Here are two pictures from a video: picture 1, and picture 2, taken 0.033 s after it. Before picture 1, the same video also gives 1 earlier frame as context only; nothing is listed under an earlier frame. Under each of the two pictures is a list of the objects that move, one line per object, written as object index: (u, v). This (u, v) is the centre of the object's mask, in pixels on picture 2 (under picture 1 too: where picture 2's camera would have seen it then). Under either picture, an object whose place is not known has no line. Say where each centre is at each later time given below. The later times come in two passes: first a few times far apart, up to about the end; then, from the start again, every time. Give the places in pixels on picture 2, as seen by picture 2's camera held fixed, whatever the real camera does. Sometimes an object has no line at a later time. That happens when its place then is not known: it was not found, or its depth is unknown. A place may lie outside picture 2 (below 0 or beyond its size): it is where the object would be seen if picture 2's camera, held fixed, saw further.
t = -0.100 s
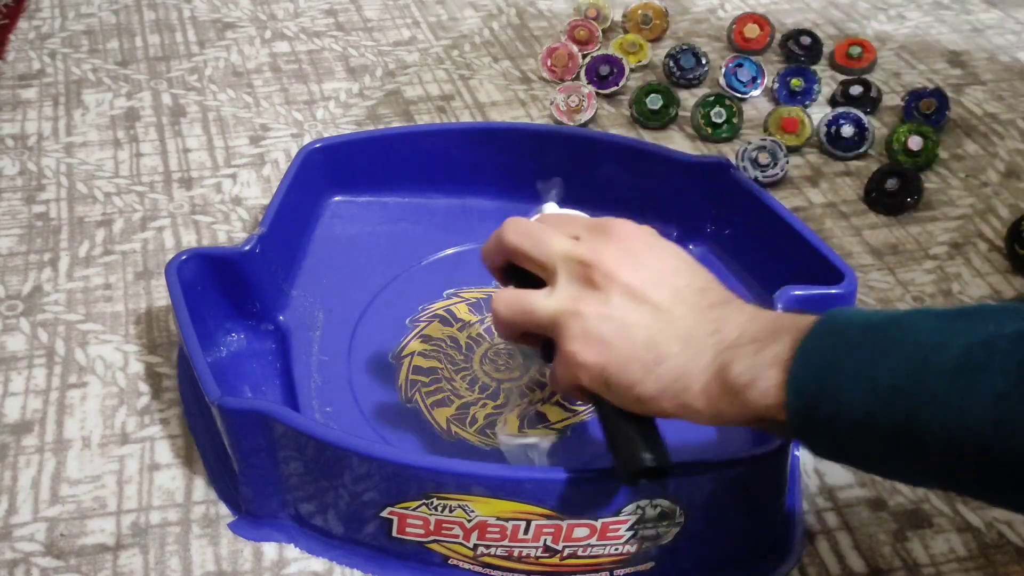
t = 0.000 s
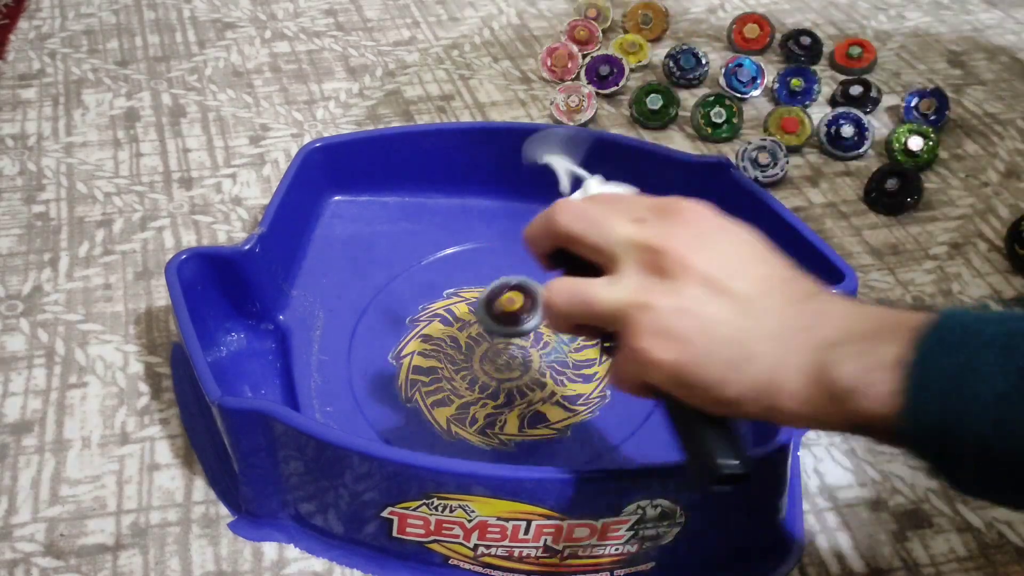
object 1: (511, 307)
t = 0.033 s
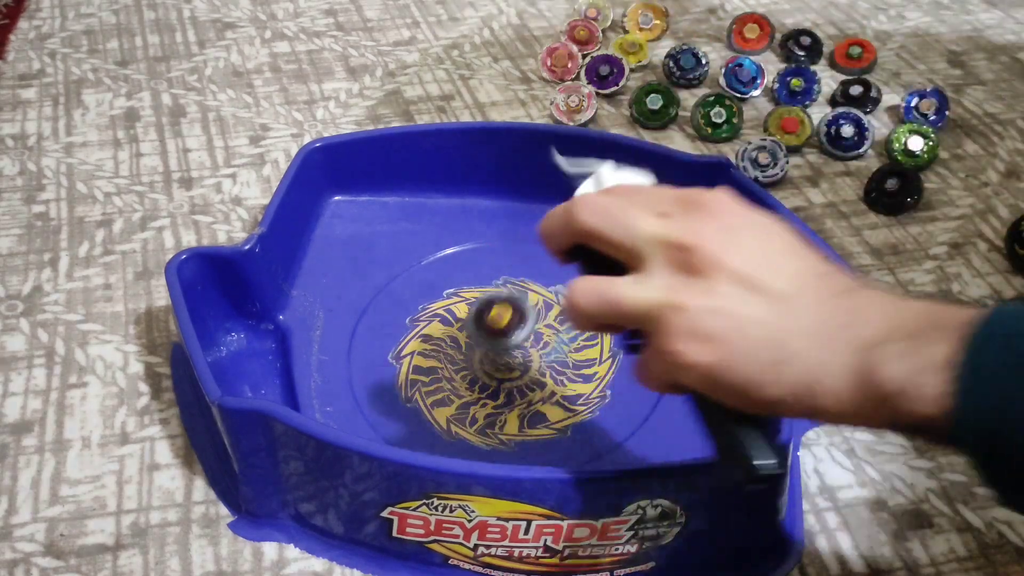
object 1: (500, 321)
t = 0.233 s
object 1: (468, 345)
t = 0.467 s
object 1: (507, 373)
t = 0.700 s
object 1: (551, 385)
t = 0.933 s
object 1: (583, 384)
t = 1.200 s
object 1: (601, 375)
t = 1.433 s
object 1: (588, 363)
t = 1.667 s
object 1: (555, 356)
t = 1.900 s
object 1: (512, 354)
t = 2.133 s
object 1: (473, 359)
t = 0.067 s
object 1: (491, 333)
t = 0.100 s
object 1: (481, 329)
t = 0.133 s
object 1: (471, 335)
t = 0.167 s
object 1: (467, 340)
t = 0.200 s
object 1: (465, 343)
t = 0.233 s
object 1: (468, 345)
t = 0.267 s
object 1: (473, 349)
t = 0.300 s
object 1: (478, 353)
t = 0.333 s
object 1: (483, 358)
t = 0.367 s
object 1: (489, 362)
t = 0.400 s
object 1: (496, 366)
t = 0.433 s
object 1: (501, 370)
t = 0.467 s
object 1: (507, 373)
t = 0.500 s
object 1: (514, 376)
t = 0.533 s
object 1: (520, 379)
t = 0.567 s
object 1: (527, 381)
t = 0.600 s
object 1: (533, 382)
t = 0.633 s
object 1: (539, 384)
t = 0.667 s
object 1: (545, 384)
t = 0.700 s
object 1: (551, 385)
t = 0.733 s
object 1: (557, 385)
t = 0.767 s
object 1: (563, 386)
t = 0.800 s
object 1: (568, 386)
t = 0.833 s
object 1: (572, 386)
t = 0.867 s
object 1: (576, 385)
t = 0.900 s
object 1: (579, 385)
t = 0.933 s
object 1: (583, 384)
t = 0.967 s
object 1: (587, 384)
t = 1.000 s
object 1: (590, 383)
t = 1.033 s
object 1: (593, 382)
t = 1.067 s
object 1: (596, 380)
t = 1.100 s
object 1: (598, 379)
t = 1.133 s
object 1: (599, 378)
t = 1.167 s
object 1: (600, 376)
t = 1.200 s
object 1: (601, 375)
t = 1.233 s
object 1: (601, 373)
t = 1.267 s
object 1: (601, 371)
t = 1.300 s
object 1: (600, 370)
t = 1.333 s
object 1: (598, 368)
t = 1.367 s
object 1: (595, 366)
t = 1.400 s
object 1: (592, 364)
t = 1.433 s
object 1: (588, 363)
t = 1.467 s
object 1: (584, 362)
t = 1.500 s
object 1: (580, 360)
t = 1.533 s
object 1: (576, 359)
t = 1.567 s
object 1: (571, 358)
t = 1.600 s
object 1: (566, 357)
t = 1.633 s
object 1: (561, 357)
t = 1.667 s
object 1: (555, 356)
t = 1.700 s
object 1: (549, 355)
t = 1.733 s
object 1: (544, 355)
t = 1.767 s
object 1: (539, 354)
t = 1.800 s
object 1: (533, 353)
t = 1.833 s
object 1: (526, 353)
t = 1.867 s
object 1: (519, 353)
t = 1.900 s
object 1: (512, 354)
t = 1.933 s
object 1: (506, 354)
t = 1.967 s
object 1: (500, 355)
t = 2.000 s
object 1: (495, 356)
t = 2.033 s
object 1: (489, 357)
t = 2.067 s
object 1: (483, 358)
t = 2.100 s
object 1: (478, 358)
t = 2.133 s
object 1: (473, 359)
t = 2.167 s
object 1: (469, 360)
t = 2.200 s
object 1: (465, 360)
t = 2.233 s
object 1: (460, 360)
